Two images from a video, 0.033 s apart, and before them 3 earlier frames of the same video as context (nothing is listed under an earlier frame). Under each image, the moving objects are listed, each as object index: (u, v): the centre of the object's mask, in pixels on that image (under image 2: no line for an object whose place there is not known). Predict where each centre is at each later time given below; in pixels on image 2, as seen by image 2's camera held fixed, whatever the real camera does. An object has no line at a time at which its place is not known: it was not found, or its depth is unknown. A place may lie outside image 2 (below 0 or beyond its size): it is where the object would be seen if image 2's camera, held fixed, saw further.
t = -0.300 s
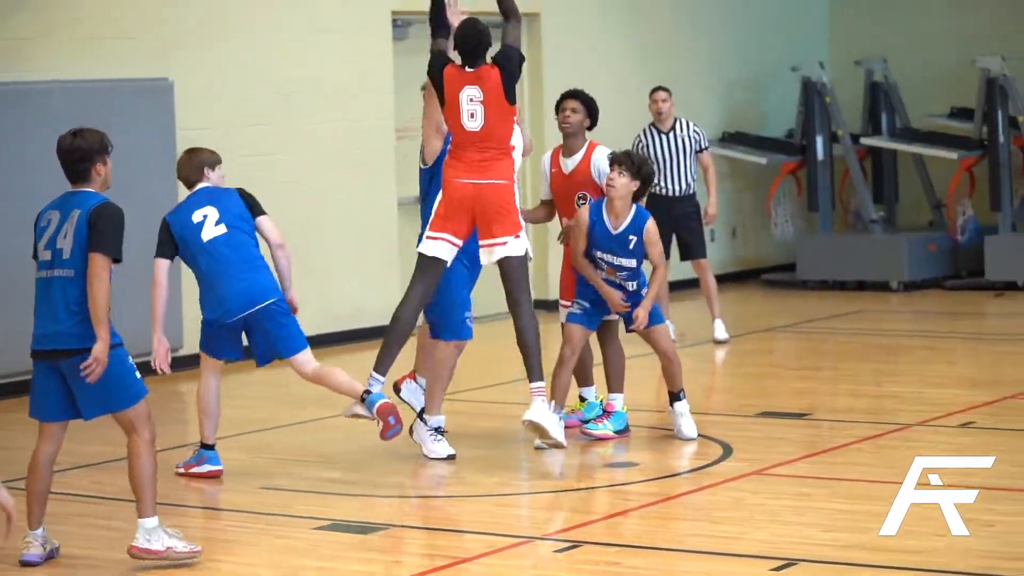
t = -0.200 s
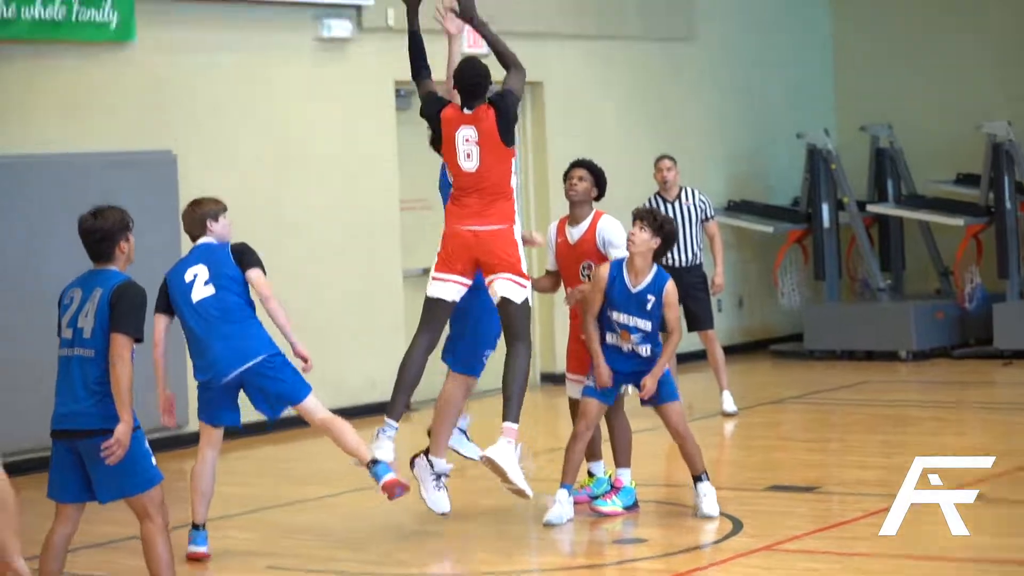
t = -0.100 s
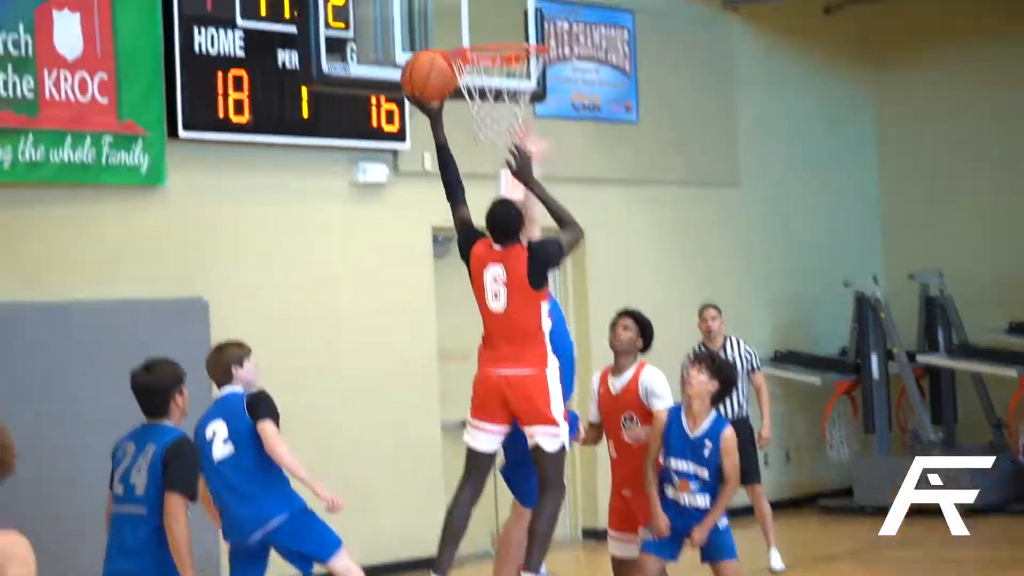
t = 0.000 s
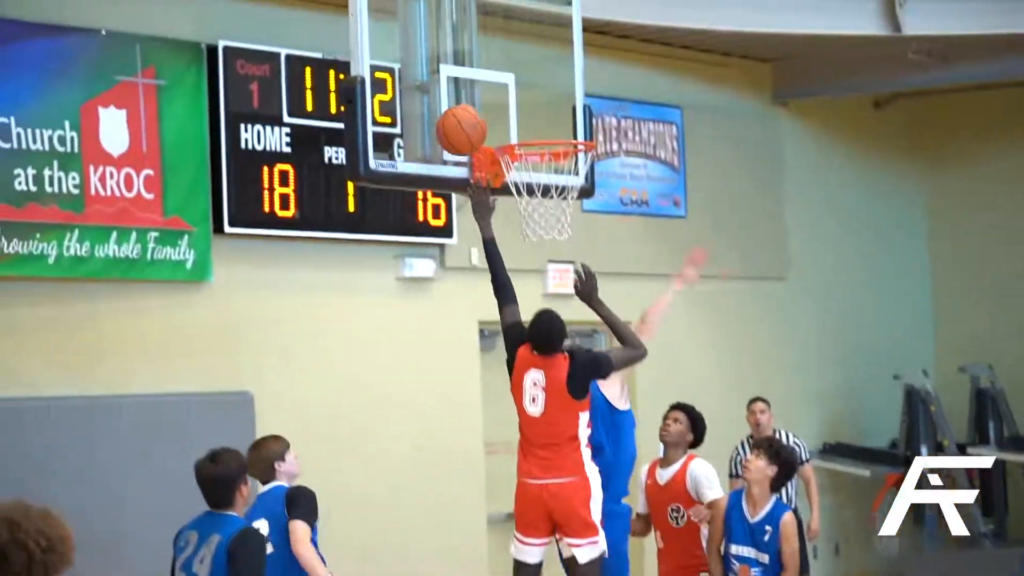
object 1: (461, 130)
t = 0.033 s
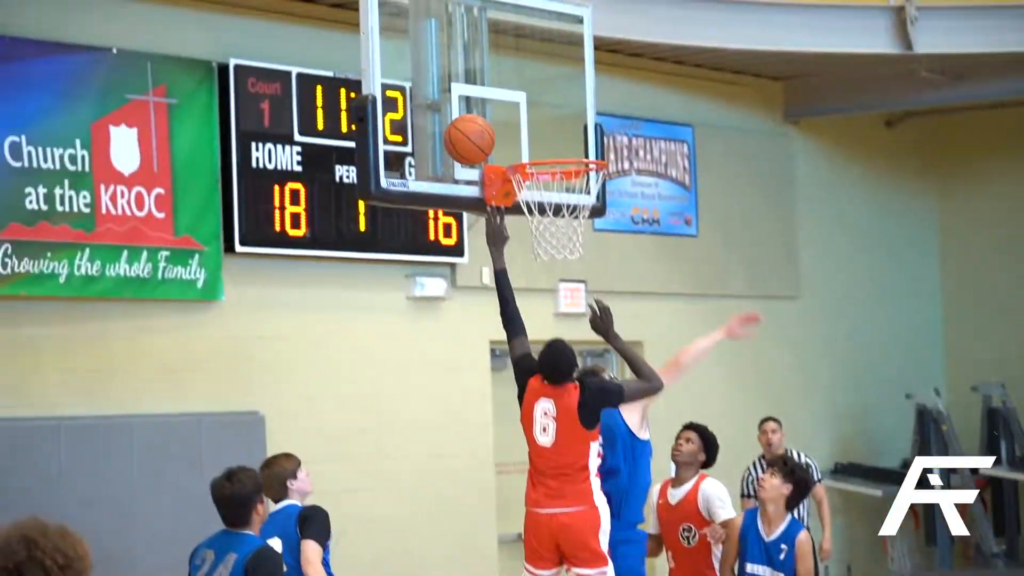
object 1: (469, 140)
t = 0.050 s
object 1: (467, 136)
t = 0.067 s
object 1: (465, 132)
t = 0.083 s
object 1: (466, 129)
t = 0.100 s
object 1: (470, 127)
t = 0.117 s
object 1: (476, 125)
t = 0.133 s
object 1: (481, 124)
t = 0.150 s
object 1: (486, 123)
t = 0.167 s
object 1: (491, 123)
